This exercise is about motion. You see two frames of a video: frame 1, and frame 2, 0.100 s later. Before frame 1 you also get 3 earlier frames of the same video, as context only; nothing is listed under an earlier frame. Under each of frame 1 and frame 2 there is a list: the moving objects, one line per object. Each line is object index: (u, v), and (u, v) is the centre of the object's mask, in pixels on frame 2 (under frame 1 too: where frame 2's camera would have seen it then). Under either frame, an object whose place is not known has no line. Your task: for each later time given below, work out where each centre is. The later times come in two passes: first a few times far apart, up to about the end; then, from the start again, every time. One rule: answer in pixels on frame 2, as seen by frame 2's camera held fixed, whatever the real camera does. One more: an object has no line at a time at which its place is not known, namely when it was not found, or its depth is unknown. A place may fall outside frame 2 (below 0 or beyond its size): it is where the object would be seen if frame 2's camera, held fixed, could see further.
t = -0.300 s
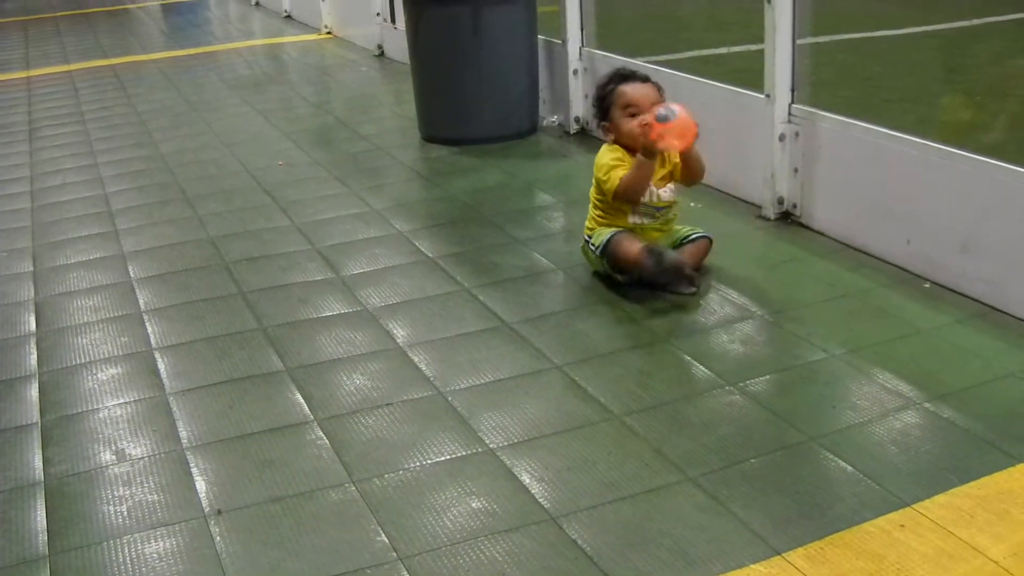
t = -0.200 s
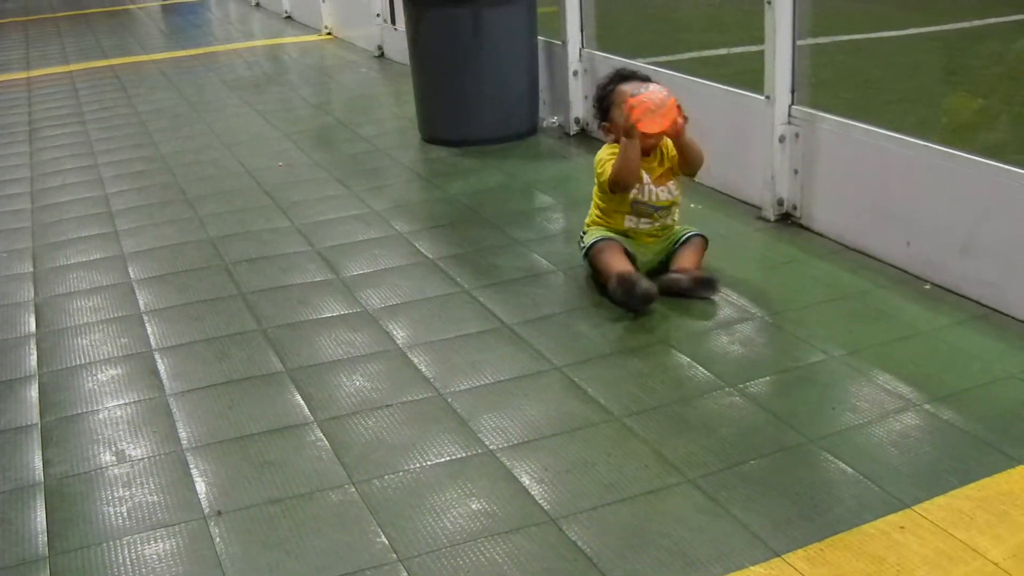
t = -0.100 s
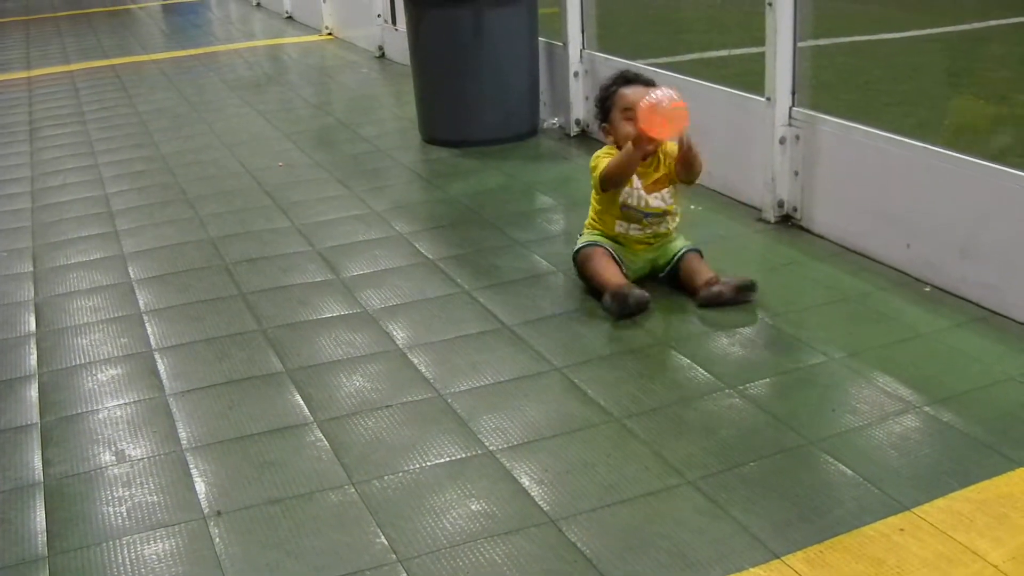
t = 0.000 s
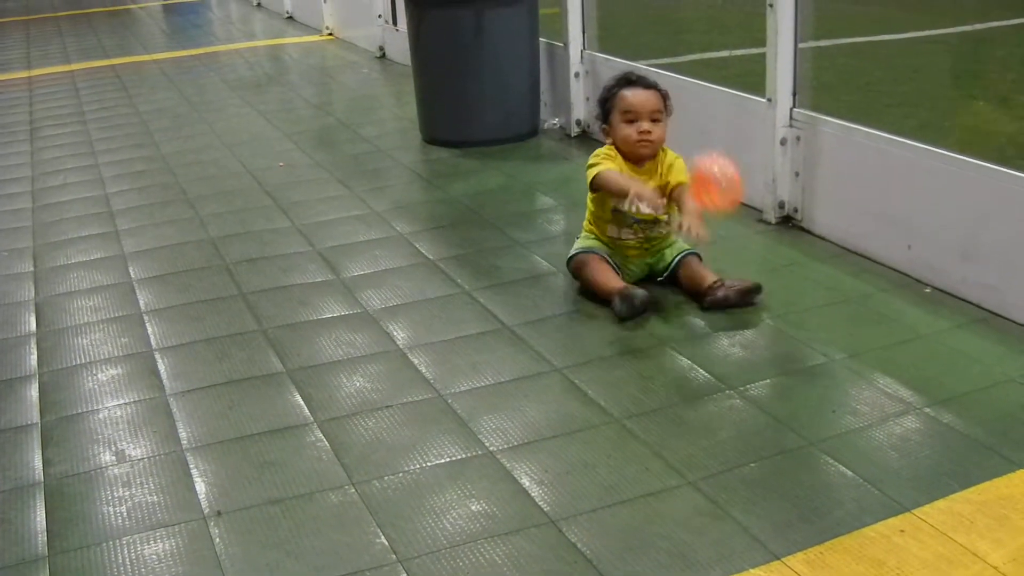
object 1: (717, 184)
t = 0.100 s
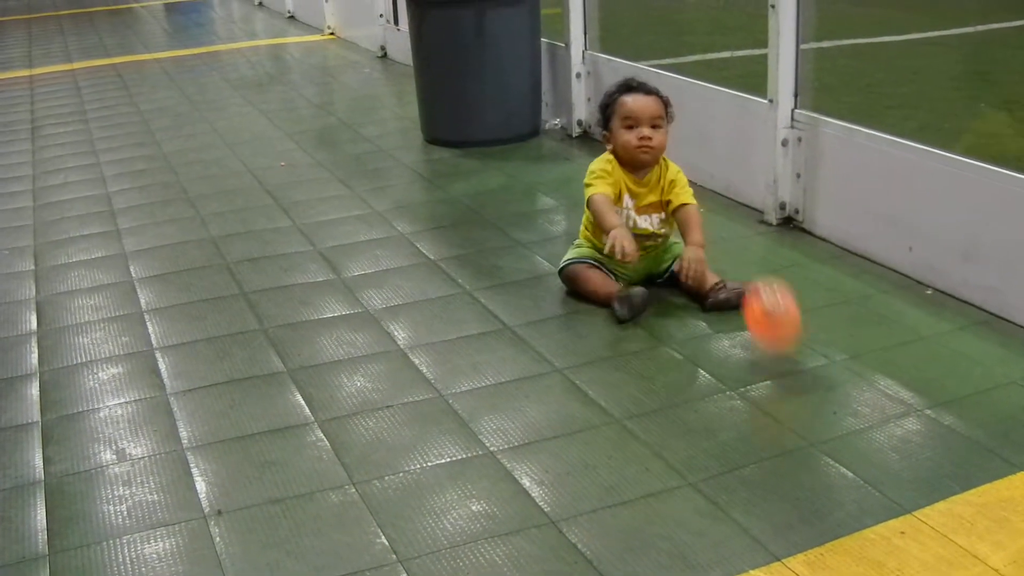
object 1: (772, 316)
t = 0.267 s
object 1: (832, 255)
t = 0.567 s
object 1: (931, 349)
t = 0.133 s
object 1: (788, 354)
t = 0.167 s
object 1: (799, 324)
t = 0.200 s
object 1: (810, 297)
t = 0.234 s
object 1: (821, 274)
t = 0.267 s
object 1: (832, 255)
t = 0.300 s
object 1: (843, 242)
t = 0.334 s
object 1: (855, 233)
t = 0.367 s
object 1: (868, 230)
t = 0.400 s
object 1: (879, 234)
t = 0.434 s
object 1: (891, 244)
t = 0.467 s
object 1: (902, 261)
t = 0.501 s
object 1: (911, 284)
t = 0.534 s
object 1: (921, 313)
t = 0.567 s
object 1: (931, 349)
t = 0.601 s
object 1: (940, 392)
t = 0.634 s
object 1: (949, 440)
